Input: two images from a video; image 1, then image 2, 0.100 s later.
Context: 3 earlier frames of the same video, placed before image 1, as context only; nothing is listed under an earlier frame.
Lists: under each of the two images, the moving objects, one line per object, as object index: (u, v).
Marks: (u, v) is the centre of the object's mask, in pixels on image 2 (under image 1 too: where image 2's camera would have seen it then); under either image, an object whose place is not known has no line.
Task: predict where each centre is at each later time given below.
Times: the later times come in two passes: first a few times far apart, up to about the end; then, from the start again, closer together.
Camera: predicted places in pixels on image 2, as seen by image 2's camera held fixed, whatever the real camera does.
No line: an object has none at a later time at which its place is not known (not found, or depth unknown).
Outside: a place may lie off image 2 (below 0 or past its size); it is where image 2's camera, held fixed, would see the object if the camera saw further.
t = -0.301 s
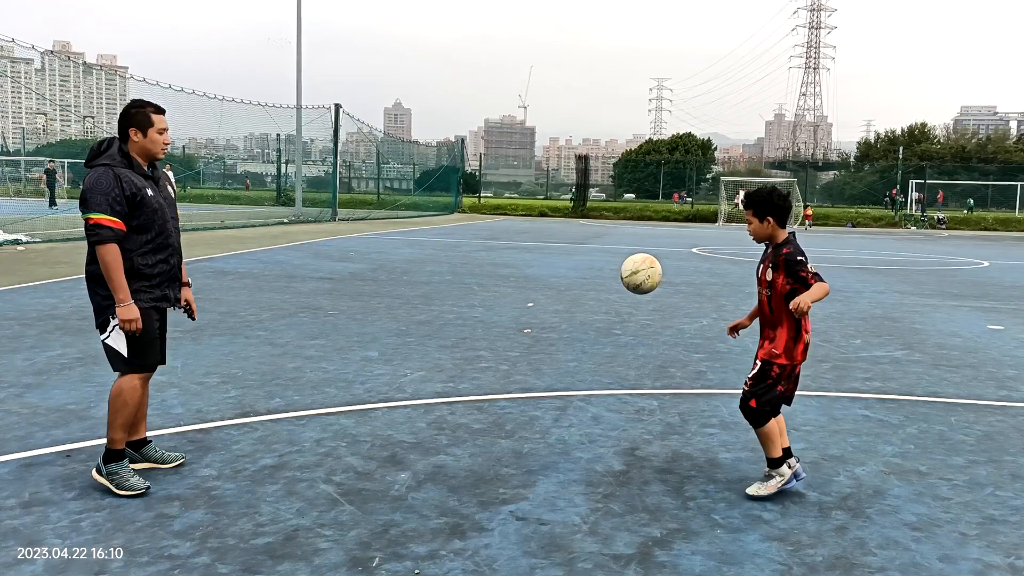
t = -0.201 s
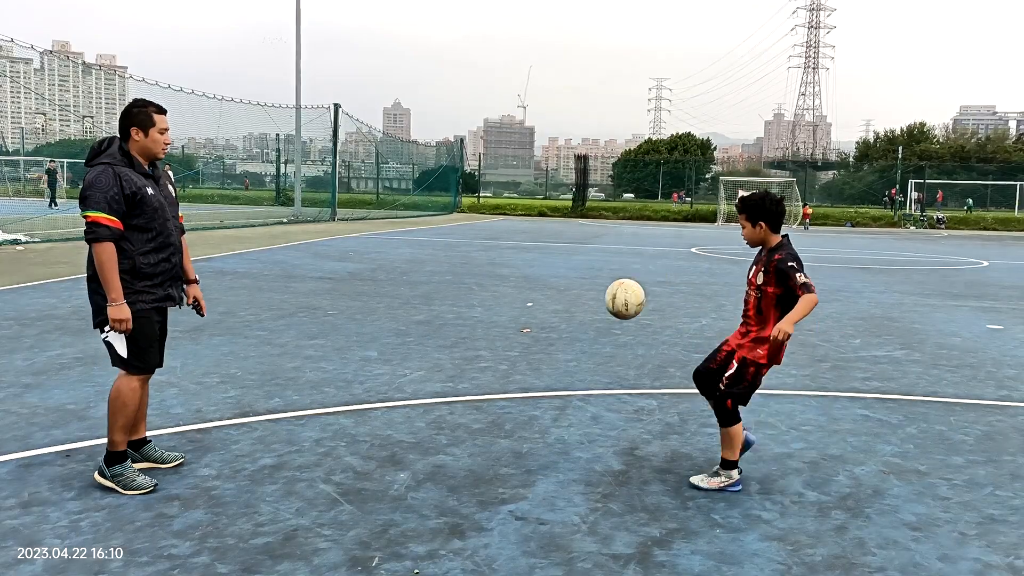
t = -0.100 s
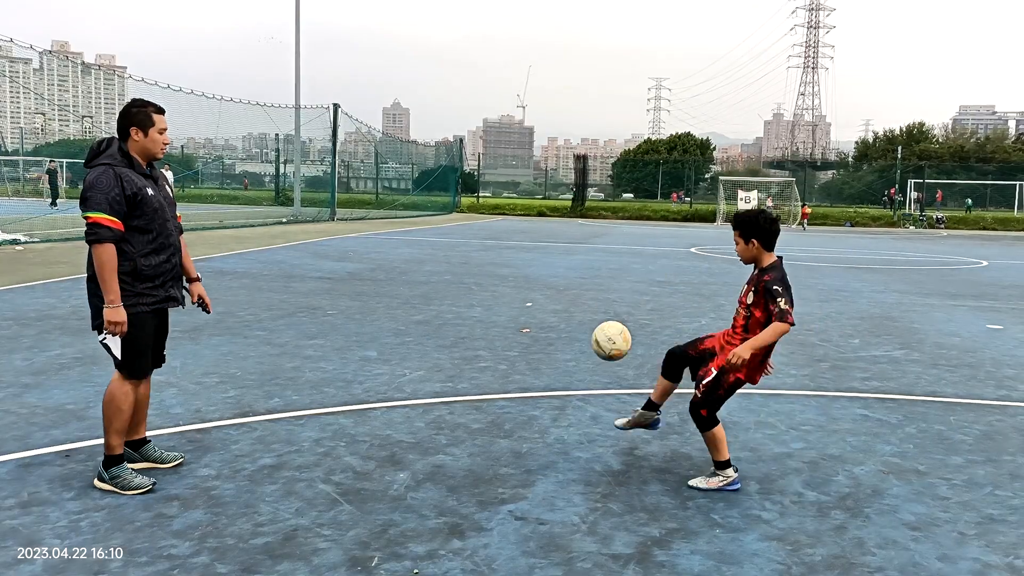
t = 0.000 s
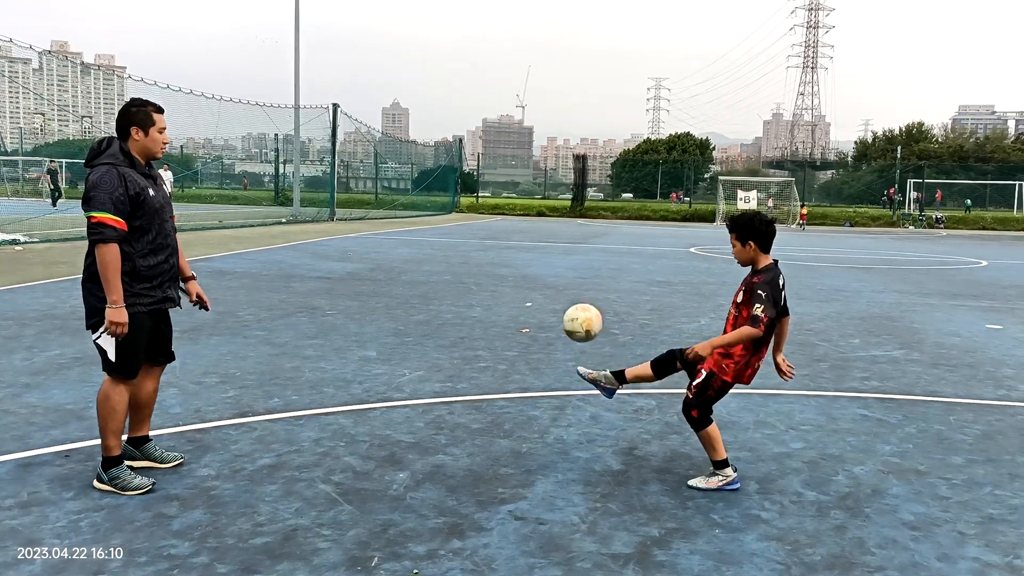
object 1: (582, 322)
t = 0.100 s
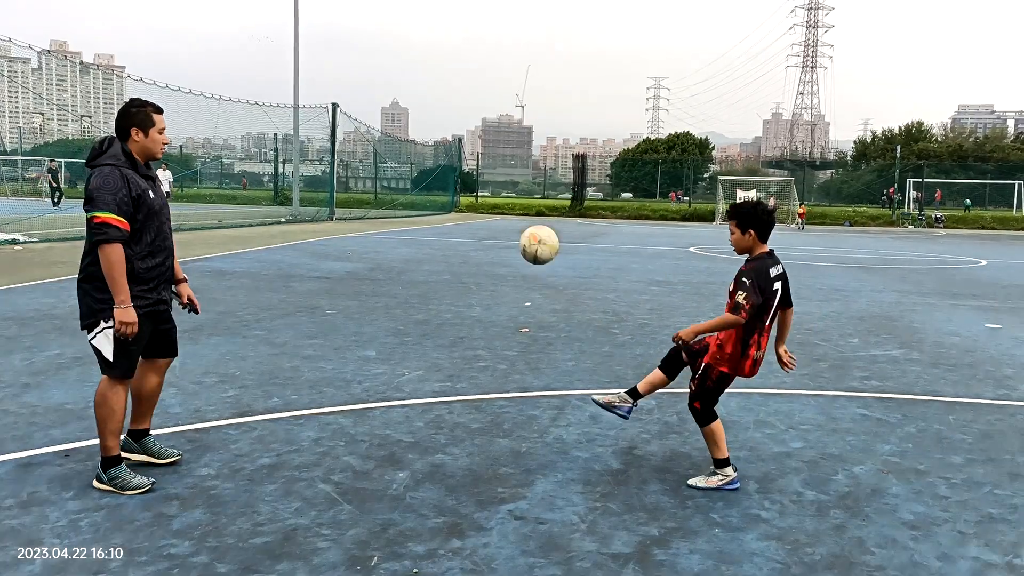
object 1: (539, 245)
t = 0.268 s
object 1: (465, 155)
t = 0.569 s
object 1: (327, 133)
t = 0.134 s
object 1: (524, 223)
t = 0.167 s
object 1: (510, 203)
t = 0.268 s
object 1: (465, 155)
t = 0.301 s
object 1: (450, 144)
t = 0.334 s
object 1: (434, 135)
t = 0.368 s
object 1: (419, 127)
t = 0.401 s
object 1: (404, 122)
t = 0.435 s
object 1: (389, 120)
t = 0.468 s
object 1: (374, 120)
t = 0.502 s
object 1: (359, 122)
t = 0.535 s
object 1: (343, 126)
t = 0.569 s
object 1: (327, 133)
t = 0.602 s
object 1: (312, 142)
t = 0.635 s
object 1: (297, 153)
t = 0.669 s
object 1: (281, 168)
